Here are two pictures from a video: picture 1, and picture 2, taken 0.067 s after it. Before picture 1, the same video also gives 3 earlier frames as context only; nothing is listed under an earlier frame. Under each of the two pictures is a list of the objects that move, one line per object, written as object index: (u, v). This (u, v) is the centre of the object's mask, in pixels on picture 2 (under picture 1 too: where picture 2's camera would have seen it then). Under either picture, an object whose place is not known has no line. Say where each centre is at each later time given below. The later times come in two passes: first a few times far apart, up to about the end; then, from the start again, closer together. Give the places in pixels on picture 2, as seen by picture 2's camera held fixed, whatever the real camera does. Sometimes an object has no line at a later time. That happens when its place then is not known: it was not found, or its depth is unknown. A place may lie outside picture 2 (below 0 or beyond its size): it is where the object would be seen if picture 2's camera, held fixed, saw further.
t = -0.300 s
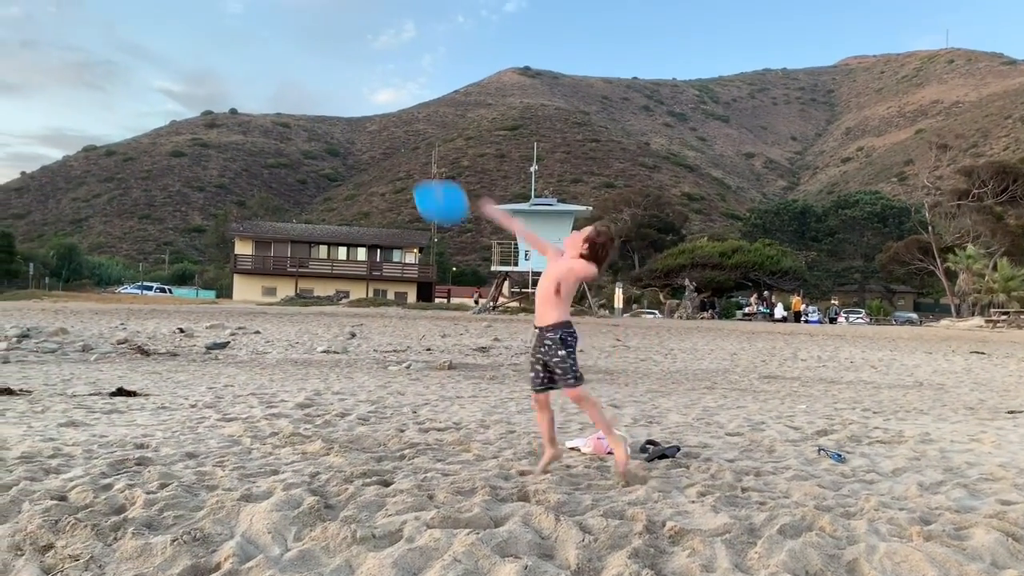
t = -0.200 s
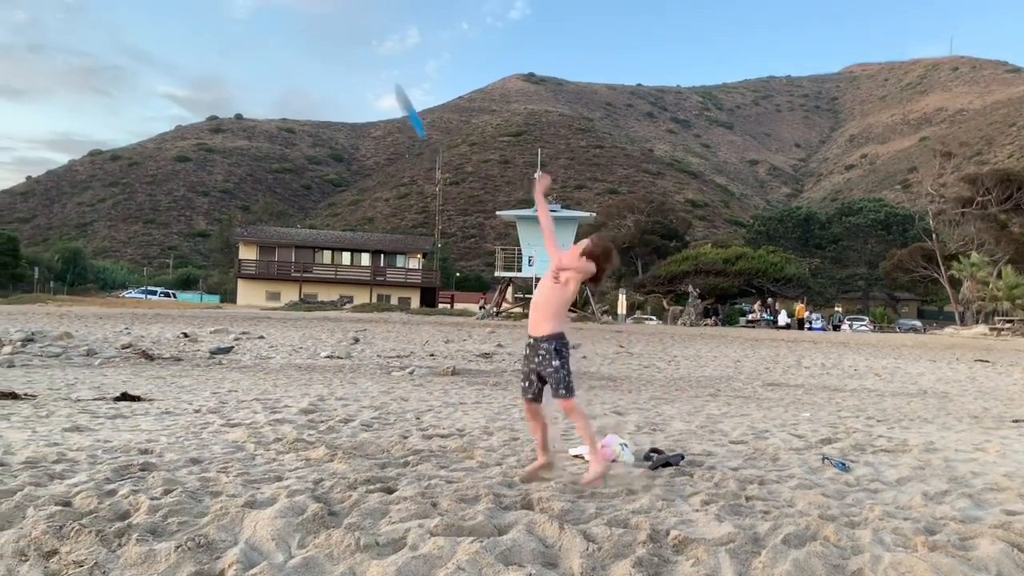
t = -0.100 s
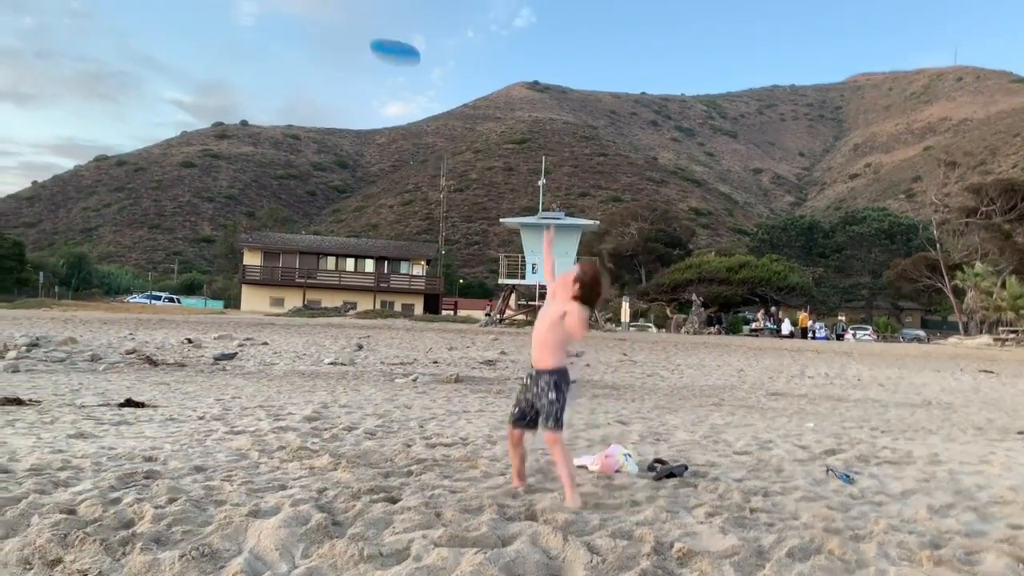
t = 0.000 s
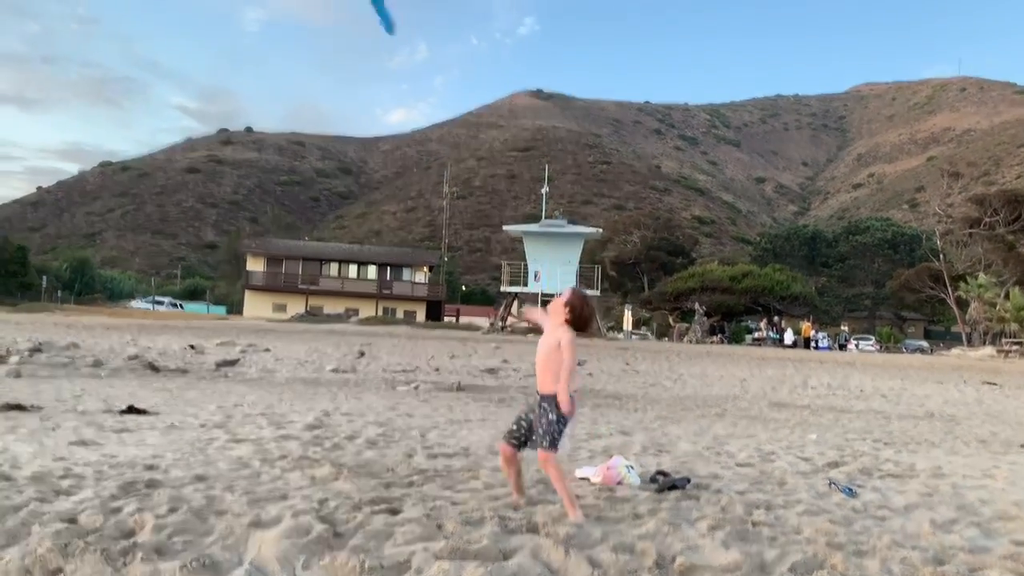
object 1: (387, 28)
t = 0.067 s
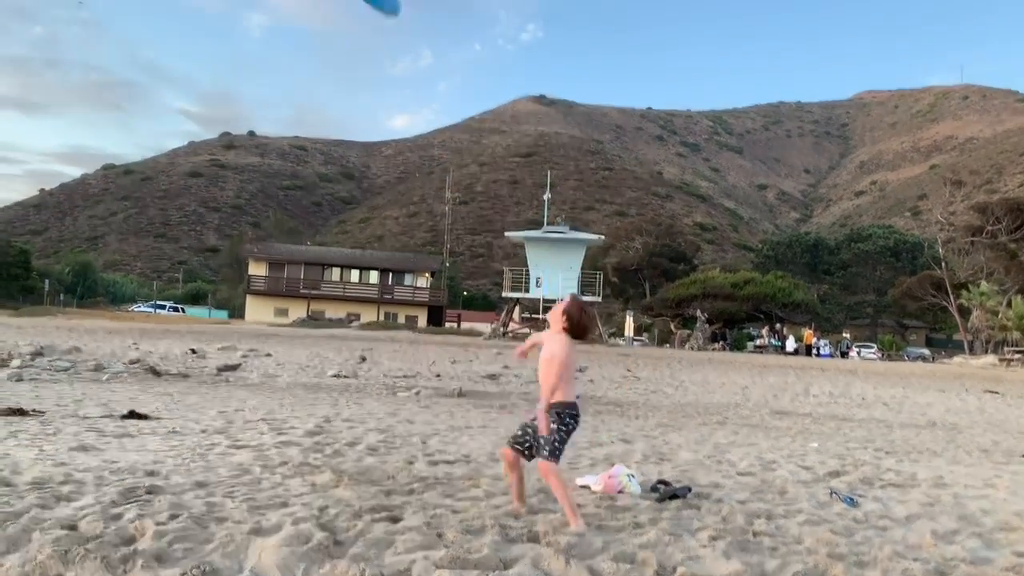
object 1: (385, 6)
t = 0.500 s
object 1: (377, 1)
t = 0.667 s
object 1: (391, 46)
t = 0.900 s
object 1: (427, 142)
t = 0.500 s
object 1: (377, 1)
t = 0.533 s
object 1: (380, 11)
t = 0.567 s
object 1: (382, 17)
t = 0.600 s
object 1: (383, 26)
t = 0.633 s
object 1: (387, 36)
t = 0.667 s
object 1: (391, 46)
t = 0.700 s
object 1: (395, 58)
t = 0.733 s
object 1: (399, 71)
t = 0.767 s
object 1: (404, 83)
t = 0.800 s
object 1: (408, 96)
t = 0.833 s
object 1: (413, 110)
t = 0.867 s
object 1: (419, 127)
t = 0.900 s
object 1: (427, 142)
